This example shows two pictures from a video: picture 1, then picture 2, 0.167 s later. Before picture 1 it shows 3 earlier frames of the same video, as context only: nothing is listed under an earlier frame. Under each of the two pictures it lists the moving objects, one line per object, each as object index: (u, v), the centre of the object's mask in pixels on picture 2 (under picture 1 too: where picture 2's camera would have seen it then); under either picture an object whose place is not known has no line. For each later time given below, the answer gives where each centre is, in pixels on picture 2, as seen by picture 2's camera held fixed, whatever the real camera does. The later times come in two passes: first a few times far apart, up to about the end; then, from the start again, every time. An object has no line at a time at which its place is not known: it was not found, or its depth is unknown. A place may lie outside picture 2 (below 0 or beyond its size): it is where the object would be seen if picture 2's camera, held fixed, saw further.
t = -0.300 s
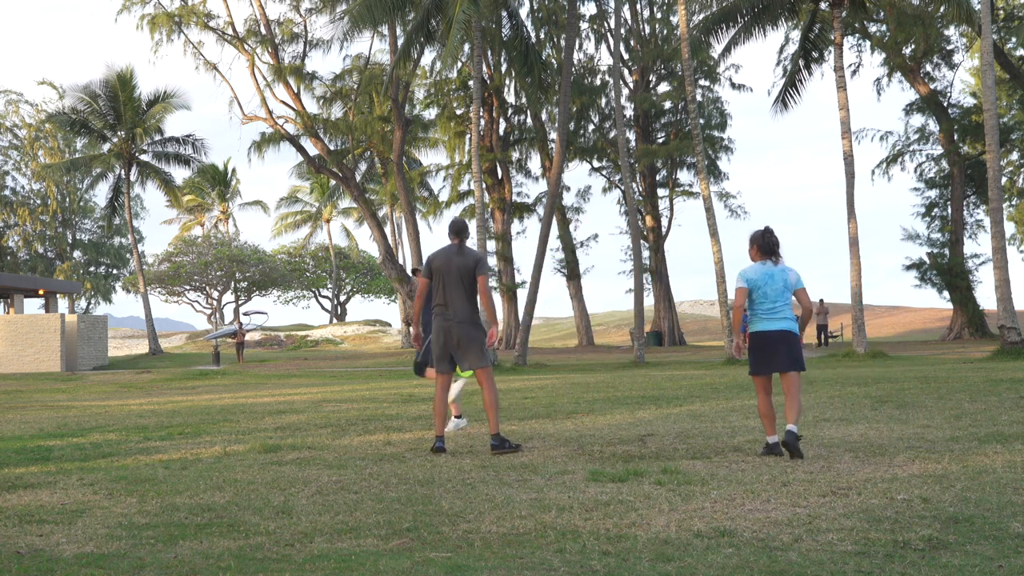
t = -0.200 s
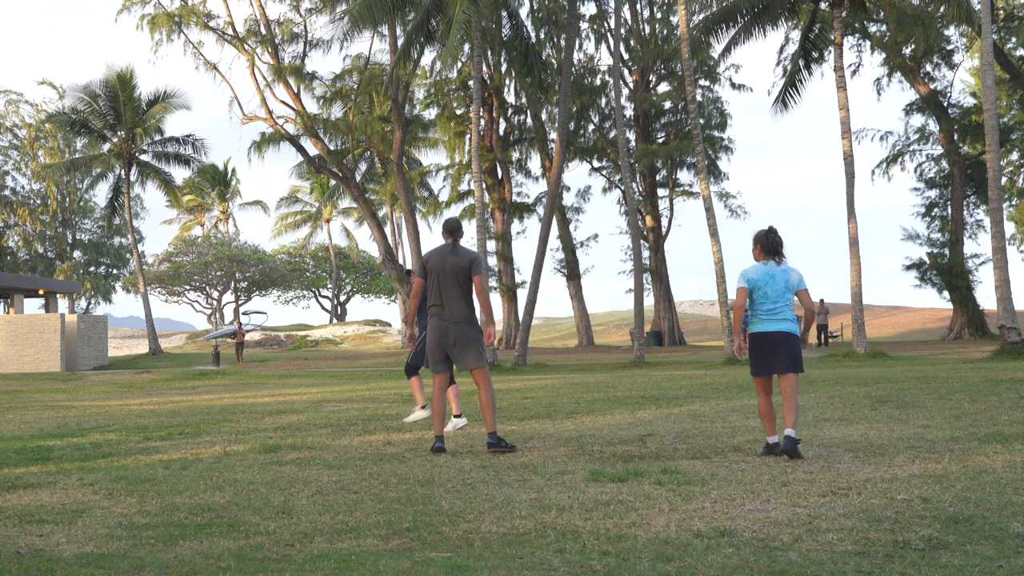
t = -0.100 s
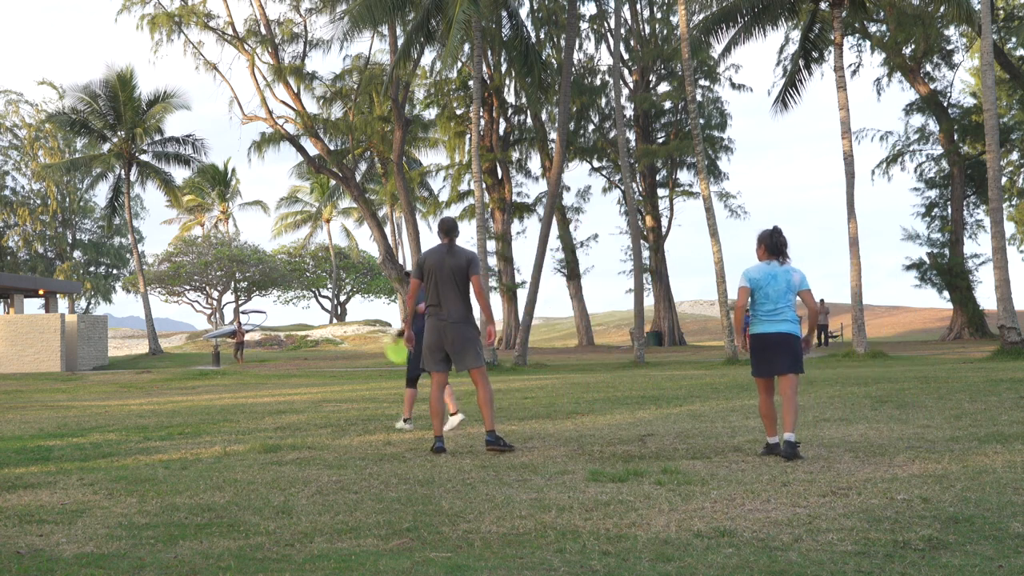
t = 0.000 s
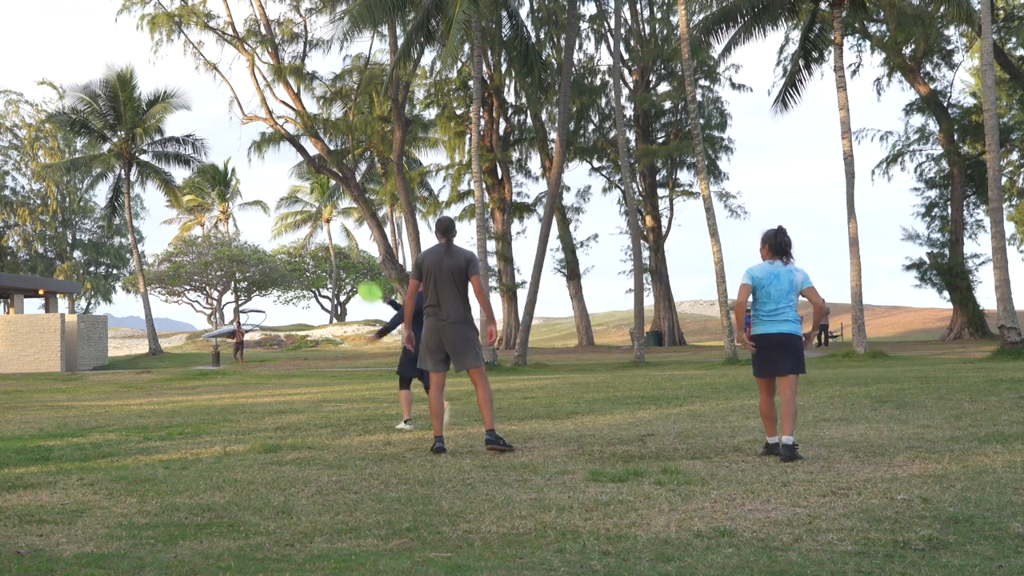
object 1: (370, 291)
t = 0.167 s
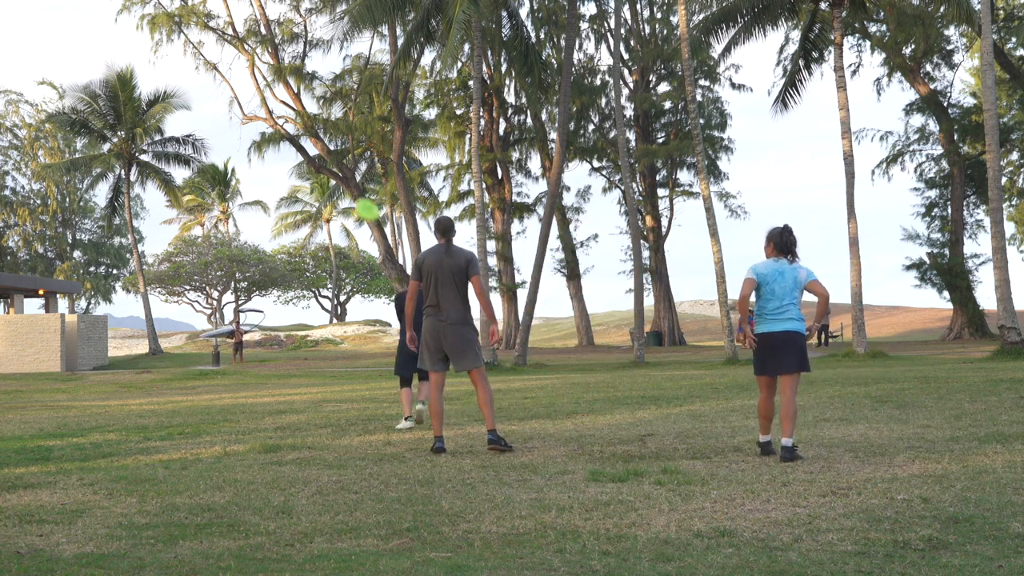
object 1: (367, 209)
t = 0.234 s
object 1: (364, 185)
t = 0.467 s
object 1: (354, 135)
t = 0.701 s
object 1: (344, 138)
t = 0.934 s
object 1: (333, 196)
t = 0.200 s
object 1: (365, 197)
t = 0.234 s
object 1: (364, 185)
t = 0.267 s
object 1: (362, 174)
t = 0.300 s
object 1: (361, 165)
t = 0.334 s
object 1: (360, 157)
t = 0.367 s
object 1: (358, 150)
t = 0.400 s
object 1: (357, 144)
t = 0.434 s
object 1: (355, 139)
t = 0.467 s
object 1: (354, 135)
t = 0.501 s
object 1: (352, 132)
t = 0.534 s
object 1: (351, 131)
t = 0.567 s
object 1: (350, 130)
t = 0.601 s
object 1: (348, 130)
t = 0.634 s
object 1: (346, 132)
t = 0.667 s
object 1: (345, 134)
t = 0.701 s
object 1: (344, 138)
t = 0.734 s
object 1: (343, 143)
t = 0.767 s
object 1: (341, 149)
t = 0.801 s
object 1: (340, 157)
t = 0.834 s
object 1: (338, 165)
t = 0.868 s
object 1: (337, 174)
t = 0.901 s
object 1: (335, 185)
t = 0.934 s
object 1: (333, 196)
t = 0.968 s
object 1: (332, 209)
